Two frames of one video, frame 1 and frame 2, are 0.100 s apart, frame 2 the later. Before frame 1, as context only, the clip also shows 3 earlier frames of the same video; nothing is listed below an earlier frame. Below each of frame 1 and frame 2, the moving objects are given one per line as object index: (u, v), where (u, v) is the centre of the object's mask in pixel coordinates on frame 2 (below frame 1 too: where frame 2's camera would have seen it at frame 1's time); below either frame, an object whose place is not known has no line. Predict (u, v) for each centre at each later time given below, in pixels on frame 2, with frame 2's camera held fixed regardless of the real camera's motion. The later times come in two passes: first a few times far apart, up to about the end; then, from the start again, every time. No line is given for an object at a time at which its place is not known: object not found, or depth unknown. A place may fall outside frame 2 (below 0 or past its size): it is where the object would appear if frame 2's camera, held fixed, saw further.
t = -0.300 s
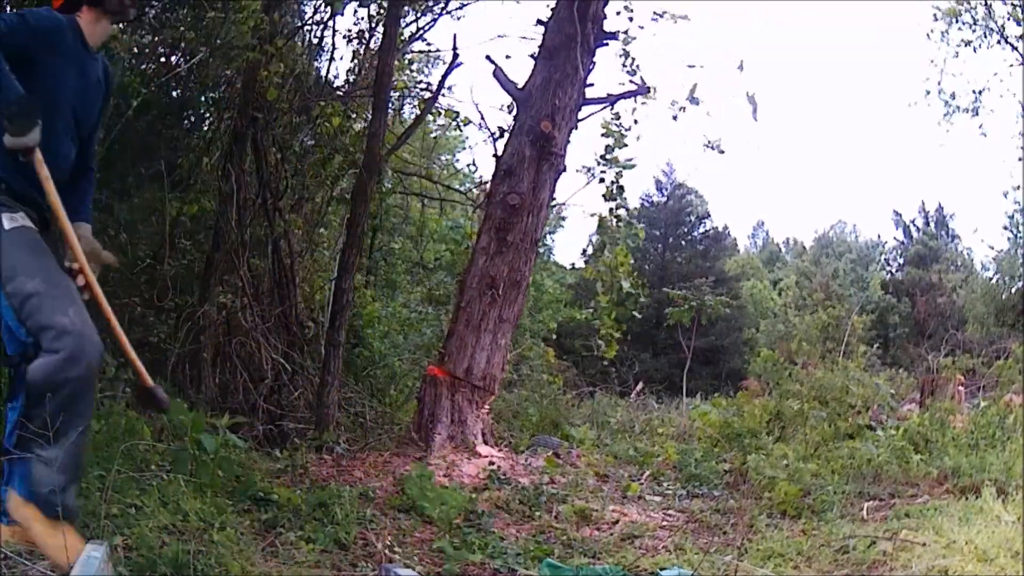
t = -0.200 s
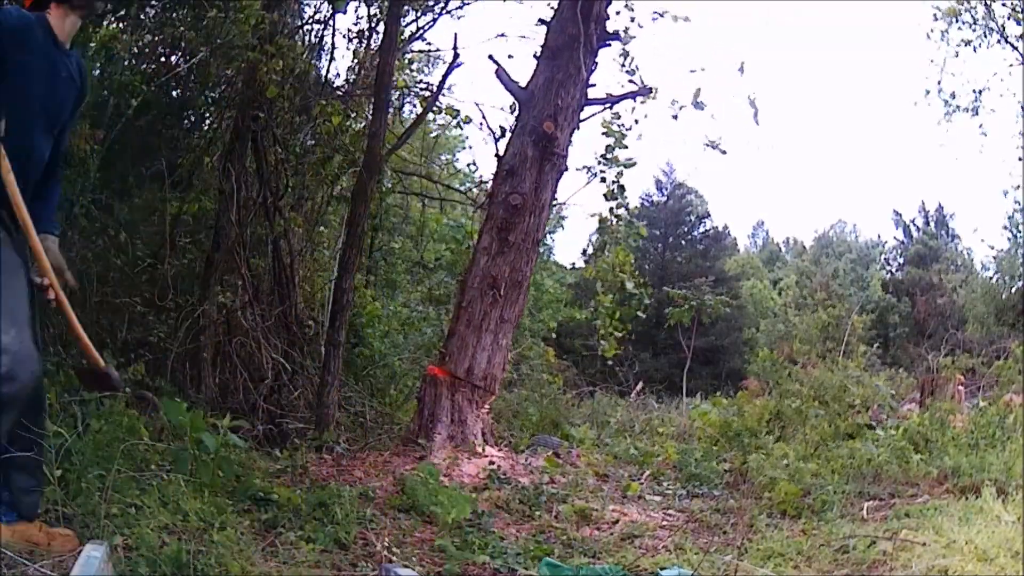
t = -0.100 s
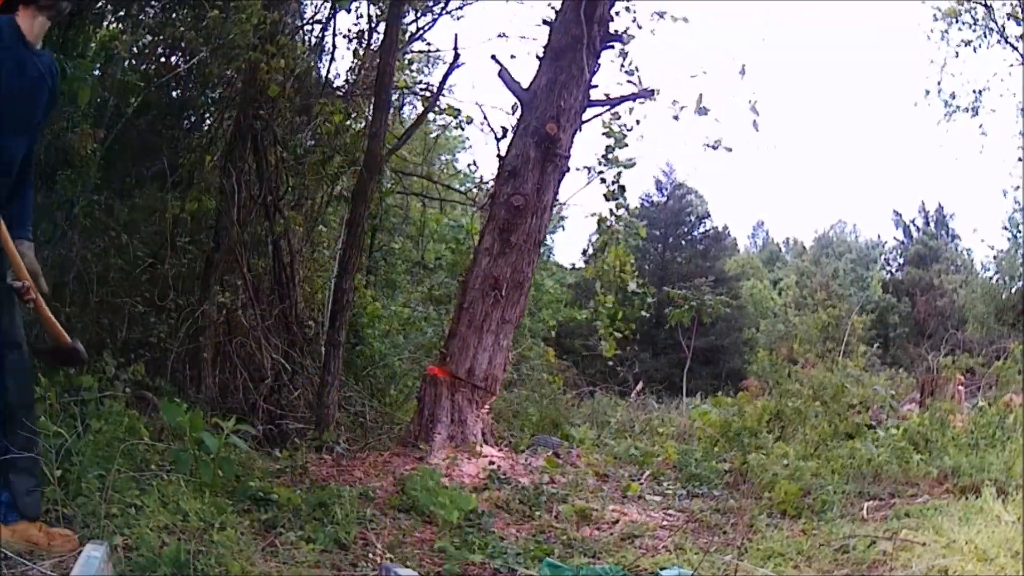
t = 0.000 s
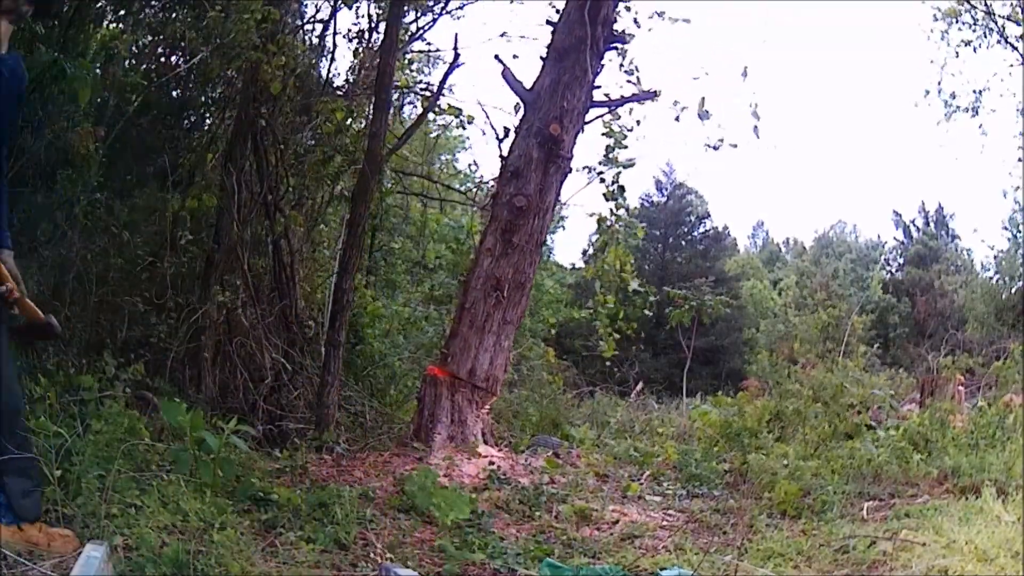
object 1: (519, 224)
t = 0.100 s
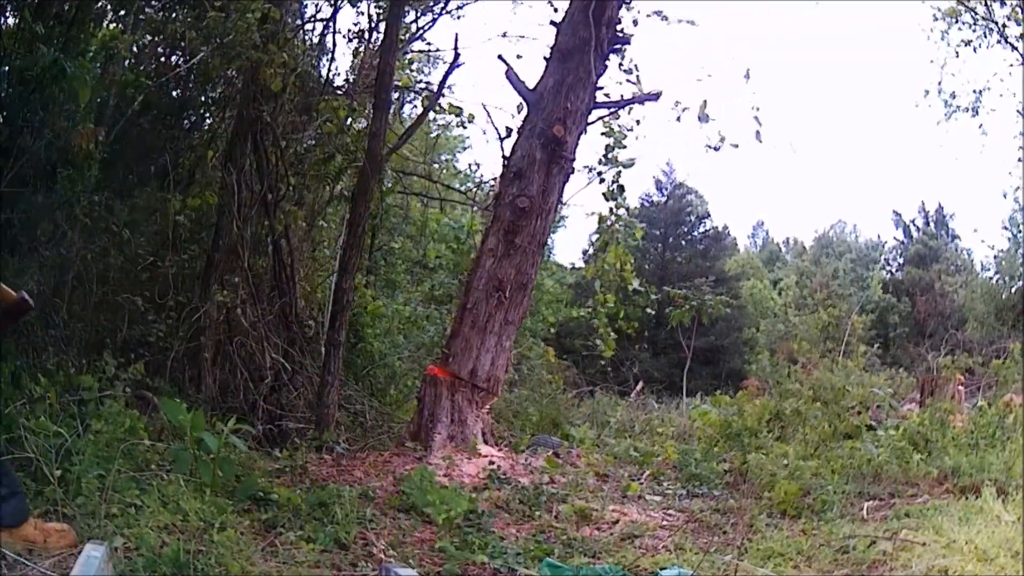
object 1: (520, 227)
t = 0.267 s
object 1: (523, 228)
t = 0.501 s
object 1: (529, 228)
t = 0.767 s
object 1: (538, 228)
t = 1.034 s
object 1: (548, 229)
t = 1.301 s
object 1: (562, 227)
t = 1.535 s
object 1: (577, 227)
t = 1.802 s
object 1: (602, 225)
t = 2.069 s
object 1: (639, 222)
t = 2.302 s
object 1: (676, 227)
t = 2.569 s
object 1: (711, 253)
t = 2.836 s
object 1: (721, 303)
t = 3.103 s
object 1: (712, 347)
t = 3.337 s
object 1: (708, 368)
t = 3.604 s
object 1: (711, 370)
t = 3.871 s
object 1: (736, 368)
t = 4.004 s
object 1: (724, 369)
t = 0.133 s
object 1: (520, 227)
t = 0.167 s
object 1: (521, 227)
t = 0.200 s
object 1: (522, 227)
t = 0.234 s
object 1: (523, 225)
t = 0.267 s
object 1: (523, 228)
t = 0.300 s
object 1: (525, 225)
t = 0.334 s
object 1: (526, 225)
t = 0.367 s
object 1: (526, 227)
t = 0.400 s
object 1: (526, 227)
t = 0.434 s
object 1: (527, 228)
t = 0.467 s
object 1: (528, 228)
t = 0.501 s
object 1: (529, 228)
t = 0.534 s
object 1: (530, 228)
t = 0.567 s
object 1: (531, 228)
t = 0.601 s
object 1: (532, 228)
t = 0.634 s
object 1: (534, 228)
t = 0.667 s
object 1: (535, 228)
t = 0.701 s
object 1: (536, 228)
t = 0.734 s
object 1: (537, 228)
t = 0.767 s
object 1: (538, 228)
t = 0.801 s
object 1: (539, 229)
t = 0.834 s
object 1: (540, 228)
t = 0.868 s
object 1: (541, 228)
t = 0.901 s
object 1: (542, 228)
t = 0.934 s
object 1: (544, 228)
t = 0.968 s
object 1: (545, 228)
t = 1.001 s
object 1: (547, 228)
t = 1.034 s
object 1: (548, 229)
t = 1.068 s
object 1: (549, 228)
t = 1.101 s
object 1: (551, 228)
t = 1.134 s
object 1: (552, 228)
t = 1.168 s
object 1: (554, 228)
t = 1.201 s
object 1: (556, 228)
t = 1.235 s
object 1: (557, 228)
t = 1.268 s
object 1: (560, 227)
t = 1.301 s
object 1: (562, 227)
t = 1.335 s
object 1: (564, 226)
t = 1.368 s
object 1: (566, 227)
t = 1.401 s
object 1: (568, 227)
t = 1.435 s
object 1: (569, 228)
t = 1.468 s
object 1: (572, 227)
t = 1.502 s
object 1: (574, 227)
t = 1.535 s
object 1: (577, 227)
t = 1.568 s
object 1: (579, 227)
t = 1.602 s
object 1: (582, 226)
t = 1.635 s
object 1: (586, 224)
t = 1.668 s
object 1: (587, 227)
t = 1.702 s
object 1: (591, 226)
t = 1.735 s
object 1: (594, 225)
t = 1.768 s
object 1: (598, 225)
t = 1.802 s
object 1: (602, 225)
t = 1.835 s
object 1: (606, 224)
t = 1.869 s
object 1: (609, 225)
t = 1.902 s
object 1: (616, 222)
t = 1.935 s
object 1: (623, 220)
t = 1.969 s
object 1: (628, 219)
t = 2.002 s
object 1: (633, 219)
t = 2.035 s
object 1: (636, 221)
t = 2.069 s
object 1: (639, 222)
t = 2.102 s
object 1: (644, 222)
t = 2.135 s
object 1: (649, 222)
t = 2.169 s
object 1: (654, 223)
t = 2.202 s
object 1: (662, 222)
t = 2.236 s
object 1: (669, 222)
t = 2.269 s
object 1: (672, 225)
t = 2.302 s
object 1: (676, 227)
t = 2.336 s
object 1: (682, 228)
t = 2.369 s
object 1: (687, 230)
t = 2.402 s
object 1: (693, 232)
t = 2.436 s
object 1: (701, 232)
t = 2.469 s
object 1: (708, 234)
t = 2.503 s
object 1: (709, 239)
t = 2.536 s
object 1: (710, 246)
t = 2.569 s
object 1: (711, 253)
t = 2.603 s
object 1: (713, 259)
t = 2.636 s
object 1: (713, 266)
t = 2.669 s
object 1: (717, 271)
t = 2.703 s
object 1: (722, 275)
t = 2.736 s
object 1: (725, 281)
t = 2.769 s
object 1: (726, 287)
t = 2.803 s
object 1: (724, 295)
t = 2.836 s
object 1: (721, 303)
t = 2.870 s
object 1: (719, 310)
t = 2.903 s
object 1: (719, 316)
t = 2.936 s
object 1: (719, 321)
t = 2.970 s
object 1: (719, 327)
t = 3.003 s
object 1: (717, 332)
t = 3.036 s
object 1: (713, 337)
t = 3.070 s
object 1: (714, 342)
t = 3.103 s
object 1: (712, 347)
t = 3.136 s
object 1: (712, 351)
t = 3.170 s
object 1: (710, 355)
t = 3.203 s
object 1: (710, 359)
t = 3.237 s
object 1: (707, 362)
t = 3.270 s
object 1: (707, 366)
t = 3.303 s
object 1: (713, 367)
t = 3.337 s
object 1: (708, 368)
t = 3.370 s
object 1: (699, 370)
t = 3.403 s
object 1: (696, 371)
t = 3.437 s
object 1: (692, 372)
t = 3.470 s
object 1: (694, 371)
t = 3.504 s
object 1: (703, 371)
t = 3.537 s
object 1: (703, 370)
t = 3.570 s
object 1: (722, 370)
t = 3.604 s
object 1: (711, 370)
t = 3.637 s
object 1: (710, 371)
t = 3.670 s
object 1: (681, 375)
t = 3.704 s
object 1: (695, 371)
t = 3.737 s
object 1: (704, 369)
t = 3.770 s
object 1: (705, 371)
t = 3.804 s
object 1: (724, 371)
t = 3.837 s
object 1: (738, 368)
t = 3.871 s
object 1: (736, 368)
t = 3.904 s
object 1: (725, 369)
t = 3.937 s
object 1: (726, 369)
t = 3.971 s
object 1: (723, 369)
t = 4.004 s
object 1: (724, 369)
